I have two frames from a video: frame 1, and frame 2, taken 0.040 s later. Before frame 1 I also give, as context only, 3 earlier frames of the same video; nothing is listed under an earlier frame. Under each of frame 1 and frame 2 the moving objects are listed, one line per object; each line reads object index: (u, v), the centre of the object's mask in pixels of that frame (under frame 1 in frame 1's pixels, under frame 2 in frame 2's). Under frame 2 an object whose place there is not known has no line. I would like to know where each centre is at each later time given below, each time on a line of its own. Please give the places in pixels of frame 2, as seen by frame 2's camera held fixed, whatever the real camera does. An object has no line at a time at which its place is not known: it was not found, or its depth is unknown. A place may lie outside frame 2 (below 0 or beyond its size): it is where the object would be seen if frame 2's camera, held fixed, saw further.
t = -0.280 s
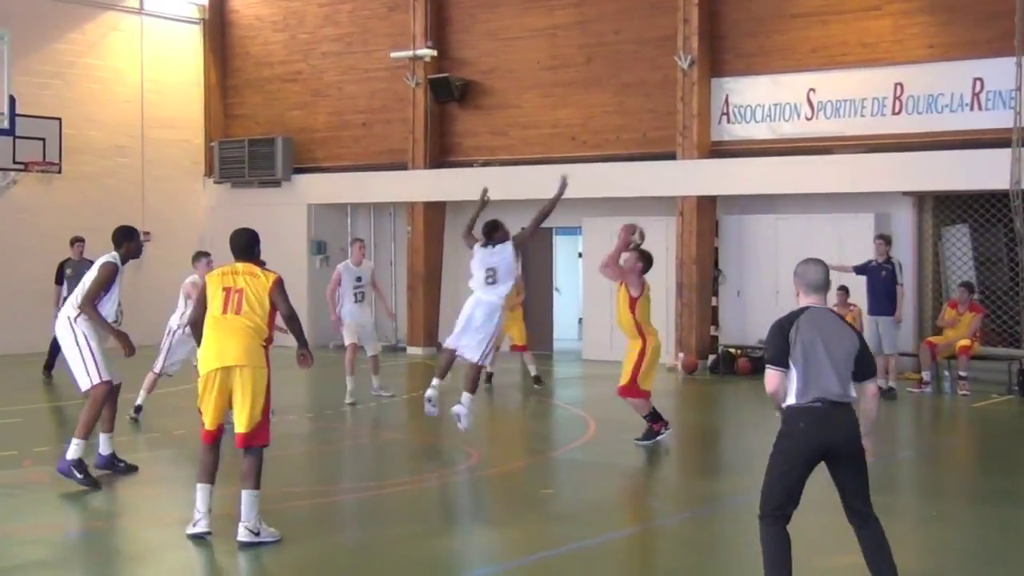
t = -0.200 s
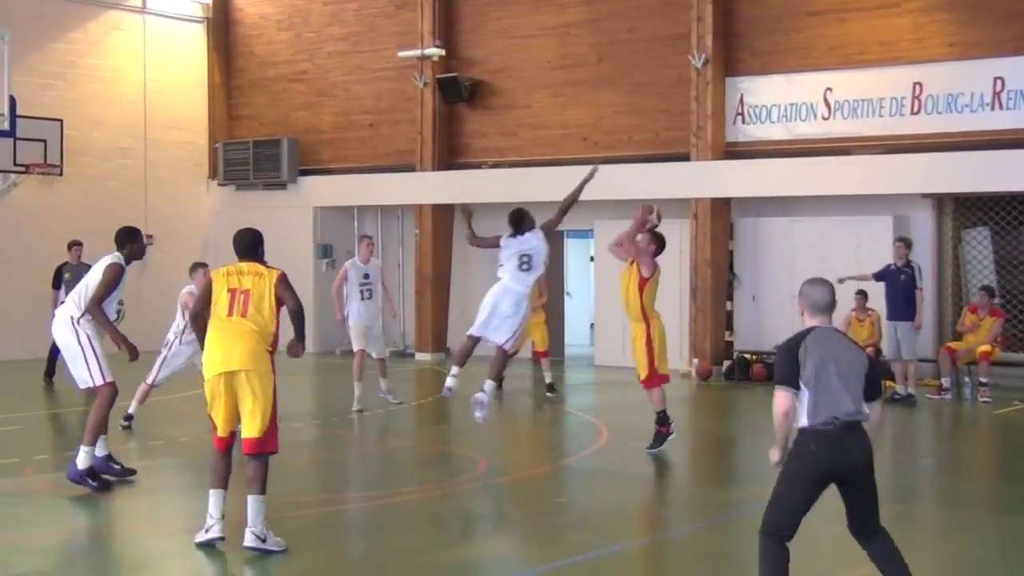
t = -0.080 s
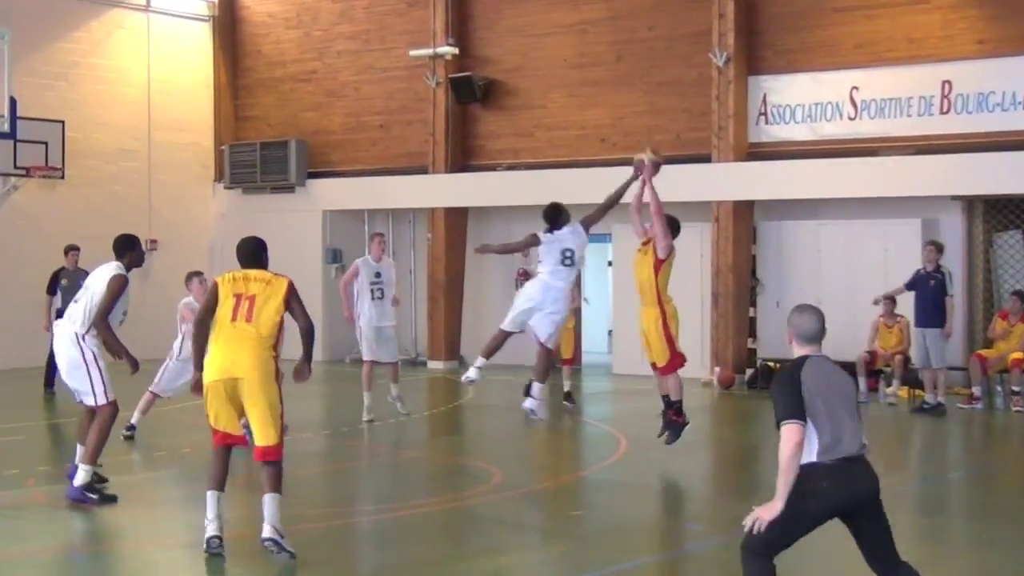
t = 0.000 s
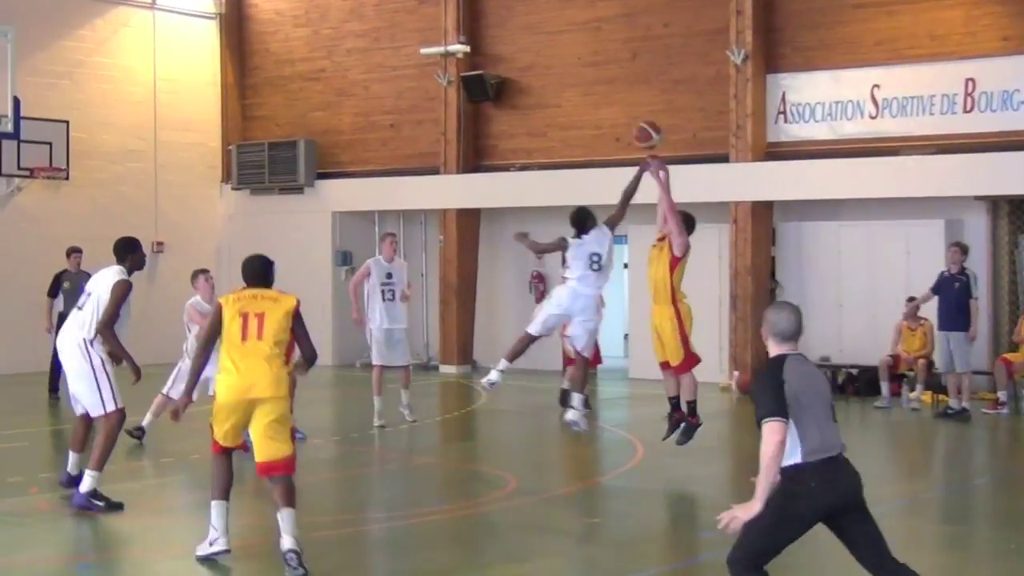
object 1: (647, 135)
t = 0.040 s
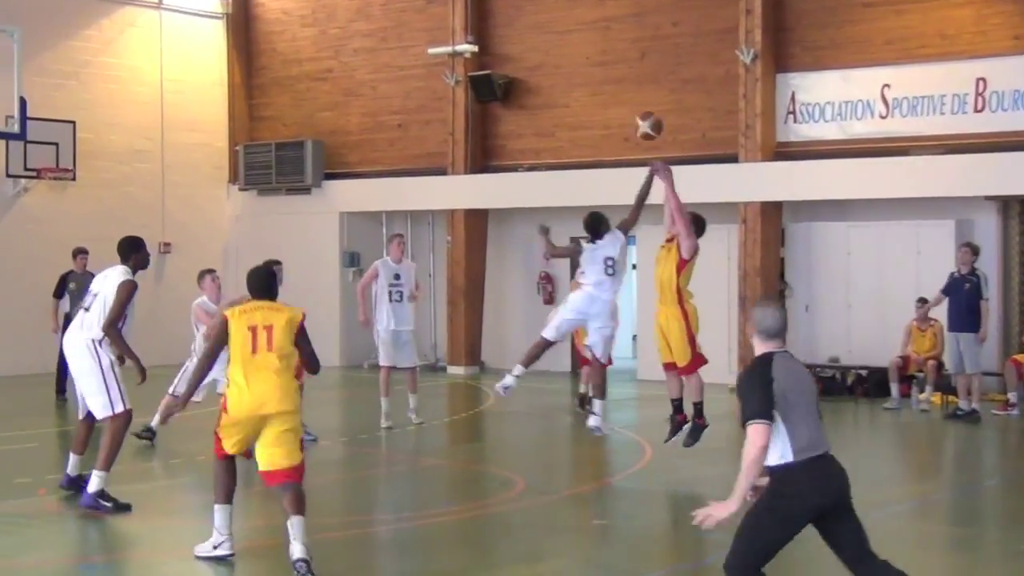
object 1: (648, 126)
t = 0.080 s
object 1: (638, 118)
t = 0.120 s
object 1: (631, 114)
